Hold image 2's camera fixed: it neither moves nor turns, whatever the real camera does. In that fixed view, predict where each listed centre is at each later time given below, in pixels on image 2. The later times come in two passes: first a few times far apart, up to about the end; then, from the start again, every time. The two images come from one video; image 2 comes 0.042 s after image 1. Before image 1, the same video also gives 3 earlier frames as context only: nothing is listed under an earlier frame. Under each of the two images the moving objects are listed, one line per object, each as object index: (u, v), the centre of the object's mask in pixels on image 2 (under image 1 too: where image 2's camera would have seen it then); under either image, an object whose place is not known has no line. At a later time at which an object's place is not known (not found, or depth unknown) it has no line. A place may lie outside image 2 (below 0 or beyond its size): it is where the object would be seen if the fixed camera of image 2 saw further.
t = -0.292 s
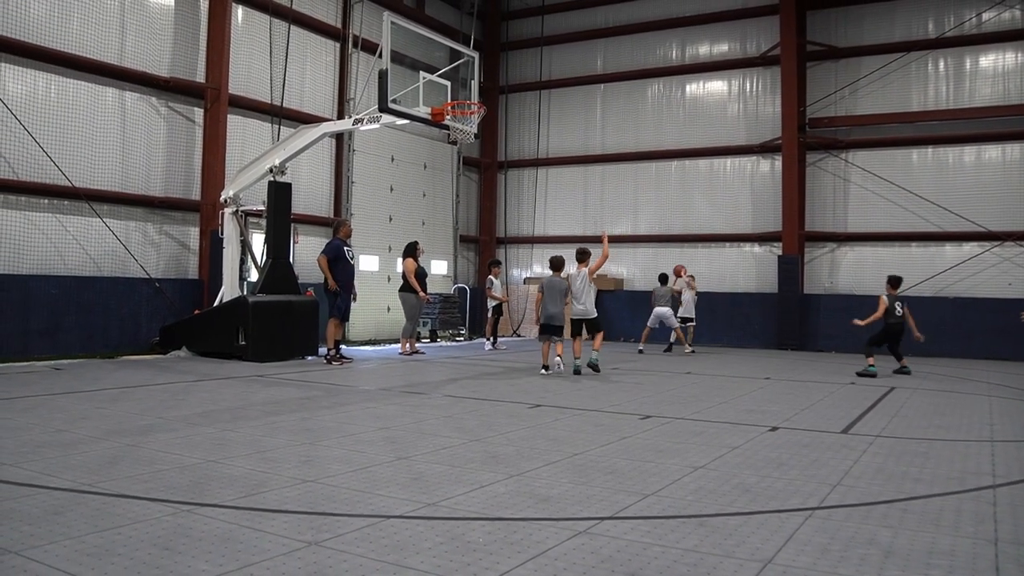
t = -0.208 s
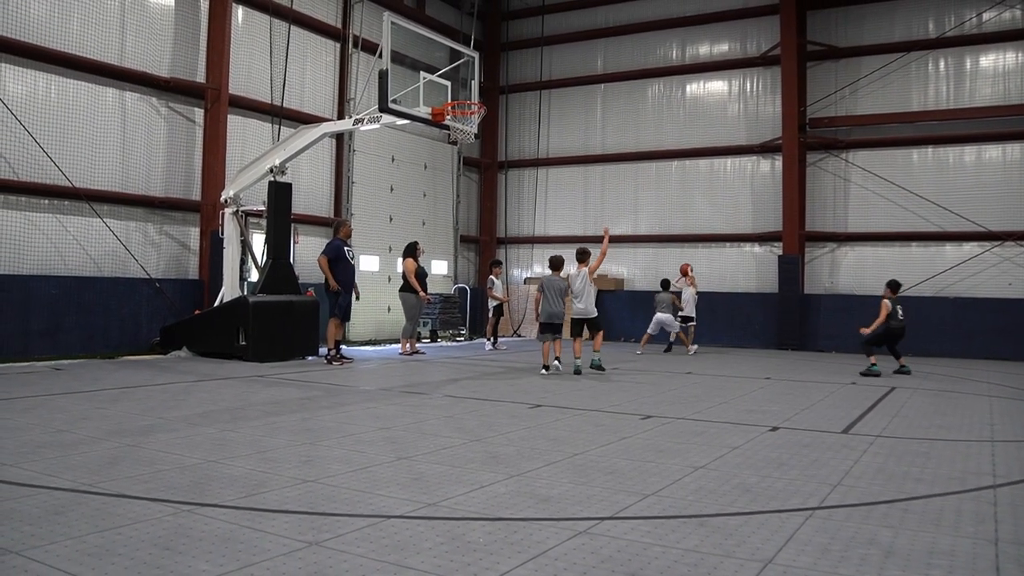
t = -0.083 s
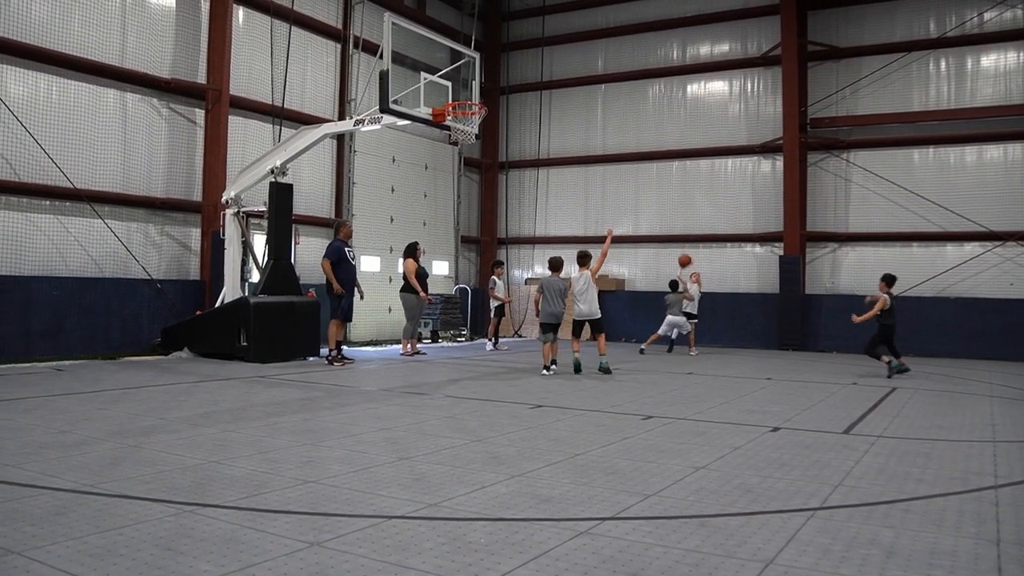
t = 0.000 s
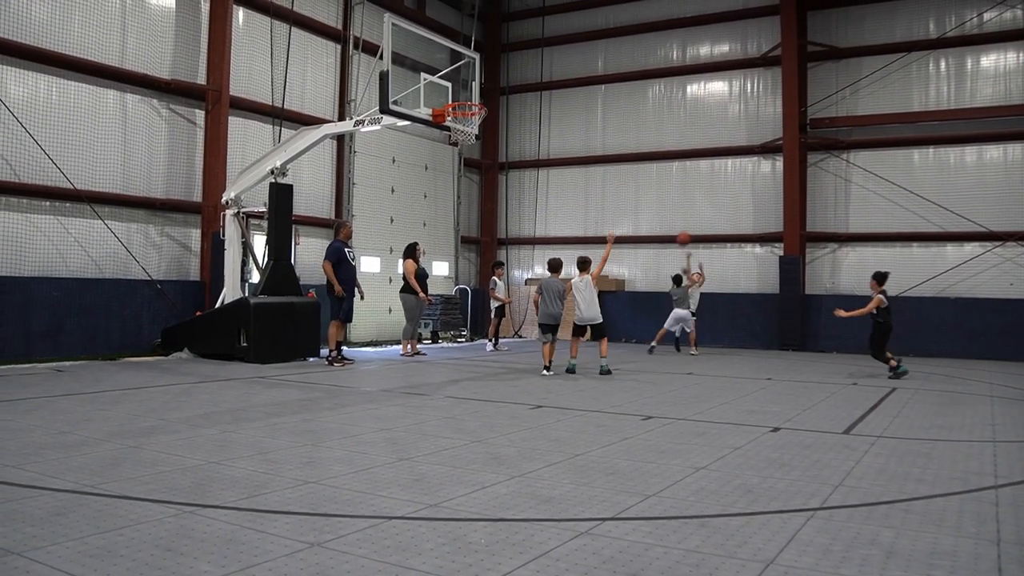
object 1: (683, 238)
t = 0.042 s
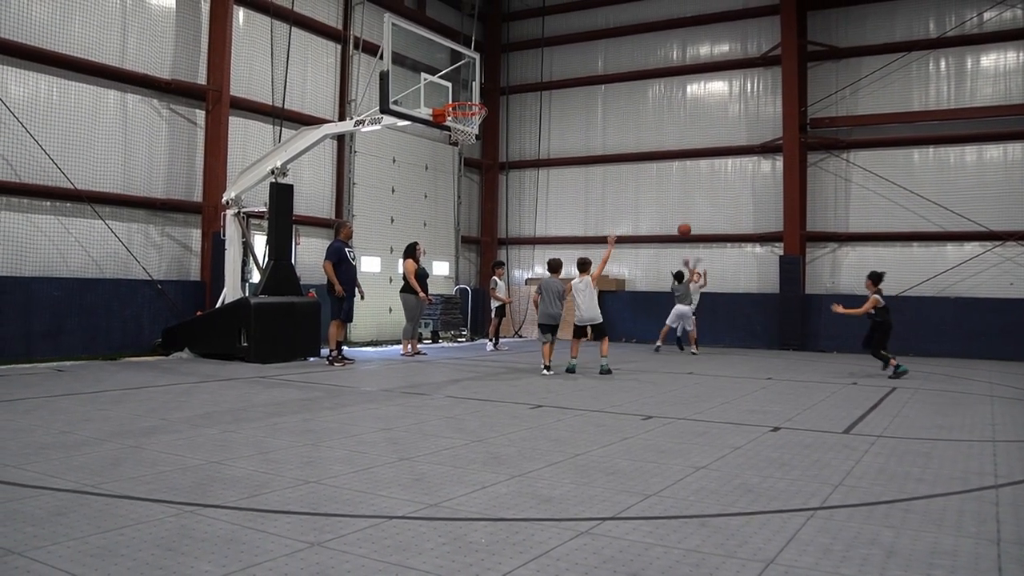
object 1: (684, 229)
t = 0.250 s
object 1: (690, 185)
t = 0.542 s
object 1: (698, 163)
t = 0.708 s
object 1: (704, 177)
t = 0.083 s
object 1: (685, 217)
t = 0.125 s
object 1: (686, 210)
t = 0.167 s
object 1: (688, 199)
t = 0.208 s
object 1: (688, 193)
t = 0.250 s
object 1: (690, 185)
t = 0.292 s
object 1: (691, 179)
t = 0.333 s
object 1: (692, 173)
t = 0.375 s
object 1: (693, 170)
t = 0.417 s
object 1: (694, 166)
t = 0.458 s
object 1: (695, 164)
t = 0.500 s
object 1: (697, 163)
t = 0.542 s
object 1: (698, 163)
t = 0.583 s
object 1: (699, 165)
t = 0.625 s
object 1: (701, 167)
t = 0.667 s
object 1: (702, 173)
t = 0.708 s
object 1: (704, 177)
